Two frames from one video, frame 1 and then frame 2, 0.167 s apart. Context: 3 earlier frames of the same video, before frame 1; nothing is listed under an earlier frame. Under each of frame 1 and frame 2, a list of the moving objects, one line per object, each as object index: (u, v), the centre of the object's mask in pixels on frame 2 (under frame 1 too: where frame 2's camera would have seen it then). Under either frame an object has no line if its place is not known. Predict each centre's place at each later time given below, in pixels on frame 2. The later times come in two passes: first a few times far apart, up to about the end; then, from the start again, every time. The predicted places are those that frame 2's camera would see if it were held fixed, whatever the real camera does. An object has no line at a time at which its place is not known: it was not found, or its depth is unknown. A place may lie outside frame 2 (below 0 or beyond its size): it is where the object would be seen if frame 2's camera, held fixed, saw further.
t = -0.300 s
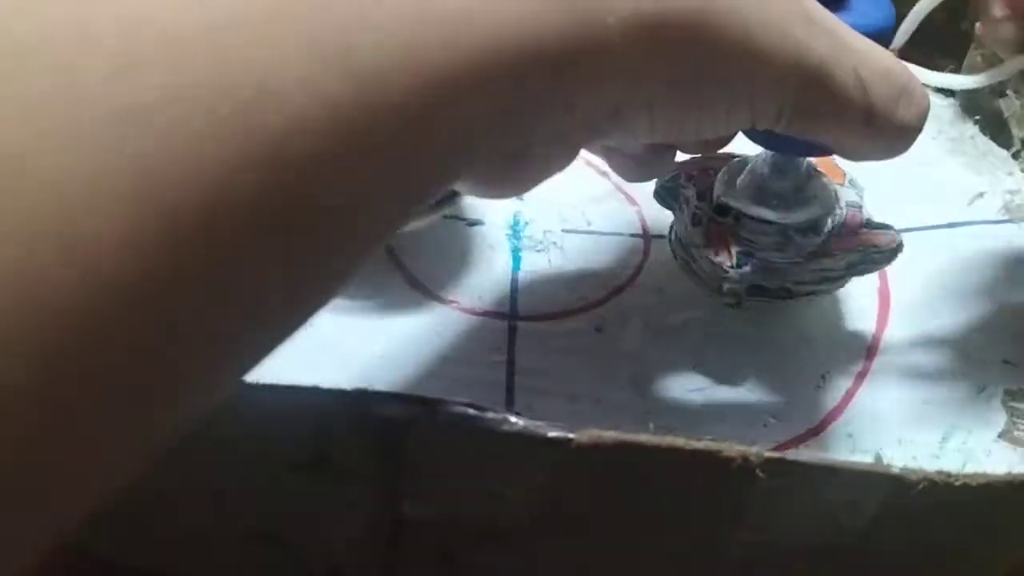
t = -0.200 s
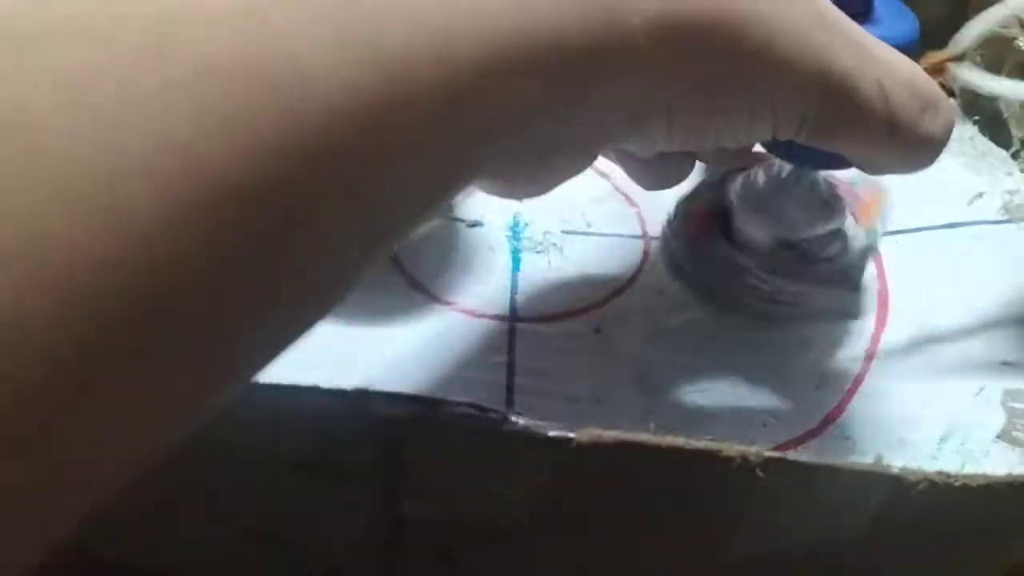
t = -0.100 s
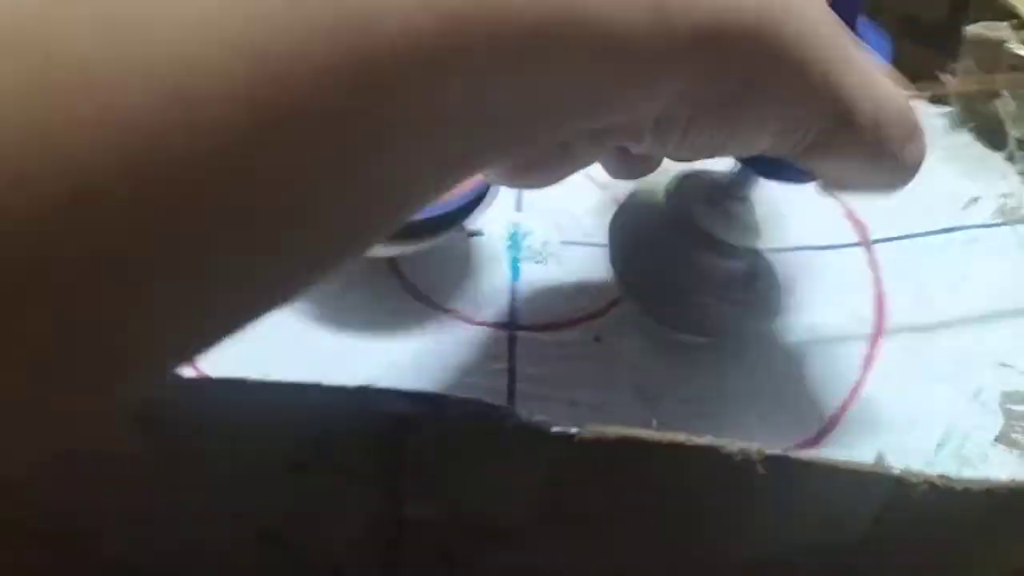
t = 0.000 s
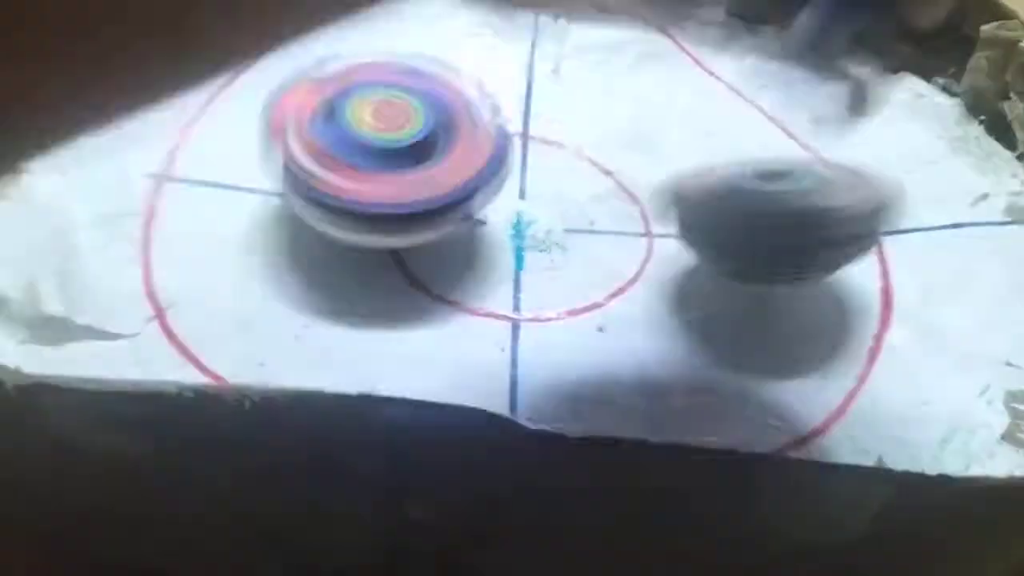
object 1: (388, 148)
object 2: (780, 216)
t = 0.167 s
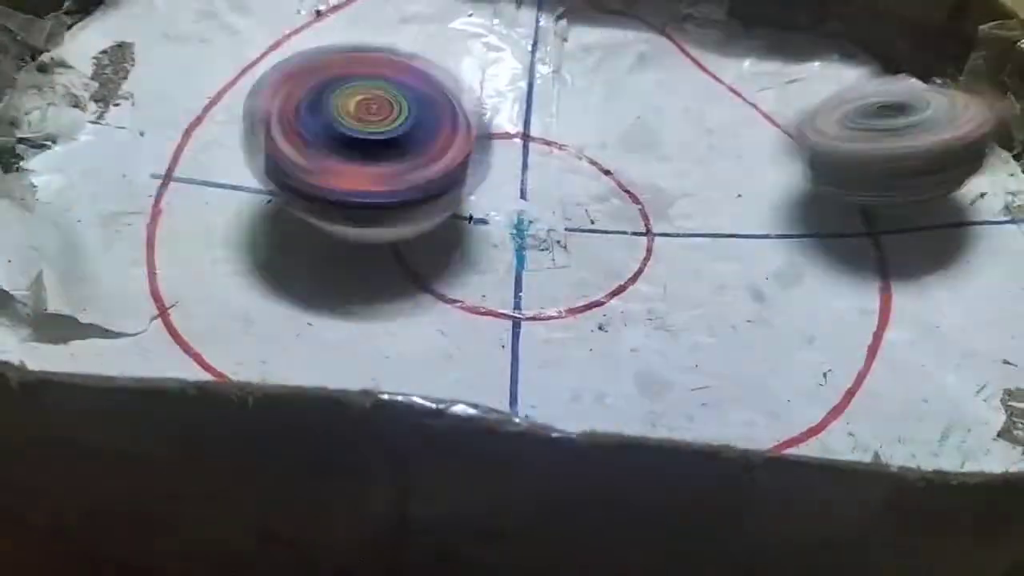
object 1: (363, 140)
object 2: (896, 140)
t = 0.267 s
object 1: (352, 140)
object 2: (952, 107)
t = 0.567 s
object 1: (353, 144)
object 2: (782, 119)
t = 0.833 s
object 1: (355, 146)
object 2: (832, 51)
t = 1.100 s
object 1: (353, 143)
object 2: (792, 80)
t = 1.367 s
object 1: (353, 144)
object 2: (753, 88)
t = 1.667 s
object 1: (354, 143)
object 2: (720, 93)
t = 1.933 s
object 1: (349, 147)
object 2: (615, 119)
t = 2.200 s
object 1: (292, 149)
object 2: (706, 102)
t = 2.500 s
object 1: (262, 143)
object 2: (717, 103)
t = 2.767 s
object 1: (225, 124)
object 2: (748, 91)
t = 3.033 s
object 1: (203, 112)
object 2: (678, 101)
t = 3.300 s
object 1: (210, 122)
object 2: (610, 132)
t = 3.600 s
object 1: (279, 149)
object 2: (636, 121)
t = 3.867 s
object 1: (355, 167)
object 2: (628, 117)
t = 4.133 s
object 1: (378, 155)
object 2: (629, 126)
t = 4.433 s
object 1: (369, 161)
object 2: (629, 116)
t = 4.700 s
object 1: (380, 157)
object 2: (628, 122)
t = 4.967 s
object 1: (379, 151)
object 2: (628, 115)
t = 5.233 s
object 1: (384, 142)
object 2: (632, 121)
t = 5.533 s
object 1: (374, 140)
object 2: (639, 129)
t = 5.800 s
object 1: (381, 140)
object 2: (627, 114)
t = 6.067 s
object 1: (374, 140)
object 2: (635, 126)
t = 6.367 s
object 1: (373, 140)
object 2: (633, 127)
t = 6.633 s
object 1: (366, 138)
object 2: (622, 123)
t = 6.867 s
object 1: (370, 140)
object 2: (611, 122)
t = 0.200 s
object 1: (361, 140)
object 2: (938, 120)
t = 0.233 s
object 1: (357, 139)
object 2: (946, 113)
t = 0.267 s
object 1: (352, 140)
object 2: (952, 107)
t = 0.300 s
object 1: (349, 141)
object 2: (950, 105)
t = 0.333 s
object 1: (349, 144)
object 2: (944, 110)
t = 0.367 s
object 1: (349, 146)
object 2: (933, 115)
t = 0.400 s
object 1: (349, 147)
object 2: (913, 121)
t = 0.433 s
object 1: (345, 148)
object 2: (890, 124)
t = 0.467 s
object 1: (344, 151)
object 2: (860, 130)
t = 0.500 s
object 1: (347, 149)
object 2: (832, 136)
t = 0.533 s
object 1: (351, 147)
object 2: (808, 129)
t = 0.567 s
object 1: (353, 144)
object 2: (782, 119)
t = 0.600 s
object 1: (355, 144)
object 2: (748, 107)
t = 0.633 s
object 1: (355, 145)
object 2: (722, 87)
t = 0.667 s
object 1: (357, 145)
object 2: (708, 59)
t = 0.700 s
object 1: (359, 144)
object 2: (699, 46)
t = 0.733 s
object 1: (355, 143)
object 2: (709, 35)
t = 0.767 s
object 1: (353, 145)
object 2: (745, 37)
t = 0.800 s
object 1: (352, 146)
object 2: (788, 49)
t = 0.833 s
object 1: (355, 146)
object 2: (832, 51)
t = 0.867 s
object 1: (354, 144)
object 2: (857, 59)
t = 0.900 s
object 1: (353, 143)
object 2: (866, 57)
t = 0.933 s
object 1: (352, 145)
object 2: (851, 58)
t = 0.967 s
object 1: (356, 146)
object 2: (830, 59)
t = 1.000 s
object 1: (357, 144)
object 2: (822, 62)
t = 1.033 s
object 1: (353, 143)
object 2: (814, 67)
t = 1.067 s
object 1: (350, 144)
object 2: (805, 73)
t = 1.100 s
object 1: (353, 143)
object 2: (792, 80)
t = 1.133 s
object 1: (355, 142)
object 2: (781, 77)
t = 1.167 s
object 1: (354, 141)
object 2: (772, 75)
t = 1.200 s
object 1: (355, 144)
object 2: (763, 76)
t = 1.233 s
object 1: (356, 144)
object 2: (757, 73)
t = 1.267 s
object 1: (357, 143)
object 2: (754, 79)
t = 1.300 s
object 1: (354, 142)
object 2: (754, 81)
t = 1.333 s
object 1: (351, 143)
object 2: (753, 87)
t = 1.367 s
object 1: (353, 144)
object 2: (753, 88)
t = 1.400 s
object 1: (355, 142)
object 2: (752, 86)
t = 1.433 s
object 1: (353, 142)
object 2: (751, 87)
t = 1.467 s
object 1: (355, 146)
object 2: (750, 84)
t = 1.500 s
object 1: (358, 145)
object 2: (747, 85)
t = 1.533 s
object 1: (357, 143)
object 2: (742, 86)
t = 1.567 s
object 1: (354, 143)
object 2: (739, 86)
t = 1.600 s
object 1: (353, 145)
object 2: (733, 87)
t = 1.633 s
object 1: (356, 144)
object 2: (726, 90)
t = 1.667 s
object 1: (354, 143)
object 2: (720, 93)
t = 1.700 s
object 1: (354, 145)
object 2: (713, 93)
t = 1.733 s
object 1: (357, 145)
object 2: (703, 95)
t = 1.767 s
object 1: (355, 143)
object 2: (690, 100)
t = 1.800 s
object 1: (353, 142)
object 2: (679, 103)
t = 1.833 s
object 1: (352, 145)
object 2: (658, 107)
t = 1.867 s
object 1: (354, 144)
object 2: (639, 115)
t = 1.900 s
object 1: (352, 144)
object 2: (624, 116)
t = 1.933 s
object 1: (349, 147)
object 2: (615, 119)
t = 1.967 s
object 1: (358, 148)
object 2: (611, 123)
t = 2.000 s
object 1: (358, 145)
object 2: (602, 127)
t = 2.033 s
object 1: (359, 145)
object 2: (592, 136)
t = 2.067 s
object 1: (350, 146)
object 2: (610, 131)
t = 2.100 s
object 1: (328, 145)
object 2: (650, 127)
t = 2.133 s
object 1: (311, 146)
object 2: (681, 116)
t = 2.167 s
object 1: (300, 149)
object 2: (696, 109)
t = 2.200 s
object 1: (292, 149)
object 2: (706, 102)
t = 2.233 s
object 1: (283, 150)
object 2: (709, 96)
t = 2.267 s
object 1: (278, 151)
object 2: (707, 92)
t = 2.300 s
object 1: (278, 150)
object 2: (706, 90)
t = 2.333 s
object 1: (270, 148)
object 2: (705, 84)
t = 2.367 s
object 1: (263, 149)
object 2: (700, 91)
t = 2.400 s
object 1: (266, 148)
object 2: (702, 93)
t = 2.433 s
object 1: (260, 144)
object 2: (705, 102)
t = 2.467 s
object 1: (257, 144)
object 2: (707, 108)
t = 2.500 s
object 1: (262, 143)
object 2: (717, 103)
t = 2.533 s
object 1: (260, 137)
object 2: (719, 104)
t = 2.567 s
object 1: (257, 139)
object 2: (725, 98)
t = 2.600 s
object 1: (256, 135)
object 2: (731, 97)
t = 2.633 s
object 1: (247, 131)
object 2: (735, 92)
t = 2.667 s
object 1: (241, 134)
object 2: (741, 92)
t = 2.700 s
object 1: (239, 129)
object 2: (743, 91)
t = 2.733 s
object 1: (229, 125)
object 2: (745, 88)
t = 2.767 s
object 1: (225, 124)
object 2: (748, 91)
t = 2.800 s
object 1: (224, 120)
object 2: (744, 89)
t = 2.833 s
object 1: (218, 115)
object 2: (743, 90)
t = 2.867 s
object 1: (218, 116)
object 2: (738, 91)
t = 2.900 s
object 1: (220, 112)
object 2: (729, 92)
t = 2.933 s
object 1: (215, 109)
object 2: (721, 97)
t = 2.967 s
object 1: (215, 113)
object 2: (707, 101)
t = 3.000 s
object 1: (212, 110)
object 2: (694, 107)
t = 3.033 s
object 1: (203, 112)
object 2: (678, 101)
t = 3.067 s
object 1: (201, 110)
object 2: (660, 109)
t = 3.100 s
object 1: (202, 108)
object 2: (644, 103)
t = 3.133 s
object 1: (200, 111)
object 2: (631, 111)
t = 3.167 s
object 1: (204, 112)
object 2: (624, 109)
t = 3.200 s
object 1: (208, 111)
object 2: (610, 119)
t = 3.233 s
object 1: (207, 119)
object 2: (603, 124)
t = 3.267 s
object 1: (213, 121)
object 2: (605, 126)
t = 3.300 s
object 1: (210, 122)
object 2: (610, 132)
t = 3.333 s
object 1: (215, 126)
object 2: (614, 131)
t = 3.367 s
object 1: (222, 124)
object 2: (620, 136)
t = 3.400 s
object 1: (225, 128)
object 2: (629, 133)
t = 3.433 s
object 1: (232, 133)
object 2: (633, 133)
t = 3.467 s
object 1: (241, 133)
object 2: (638, 132)
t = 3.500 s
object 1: (250, 139)
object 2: (637, 128)
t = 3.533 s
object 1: (262, 144)
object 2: (638, 124)
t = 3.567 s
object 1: (268, 144)
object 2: (635, 119)
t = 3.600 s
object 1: (279, 149)
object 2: (636, 121)
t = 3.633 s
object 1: (289, 150)
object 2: (633, 121)
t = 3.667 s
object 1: (300, 154)
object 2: (631, 115)
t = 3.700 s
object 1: (312, 158)
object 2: (631, 123)
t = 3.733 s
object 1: (321, 158)
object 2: (633, 121)
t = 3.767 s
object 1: (325, 163)
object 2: (634, 119)
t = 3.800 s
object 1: (340, 163)
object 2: (626, 119)
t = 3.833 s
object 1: (346, 166)
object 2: (629, 113)
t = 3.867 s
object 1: (355, 167)
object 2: (628, 117)
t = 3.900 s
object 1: (364, 166)
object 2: (627, 115)
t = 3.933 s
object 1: (366, 170)
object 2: (628, 115)
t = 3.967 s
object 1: (382, 168)
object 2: (625, 119)
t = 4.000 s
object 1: (386, 169)
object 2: (624, 113)
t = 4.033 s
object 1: (388, 169)
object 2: (627, 117)
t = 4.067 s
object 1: (386, 164)
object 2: (623, 118)
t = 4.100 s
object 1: (377, 163)
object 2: (627, 125)
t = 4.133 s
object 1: (378, 155)
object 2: (629, 126)
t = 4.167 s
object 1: (370, 150)
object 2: (627, 123)
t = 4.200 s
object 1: (371, 150)
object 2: (629, 126)
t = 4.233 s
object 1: (369, 149)
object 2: (626, 124)
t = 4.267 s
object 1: (362, 155)
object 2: (629, 124)
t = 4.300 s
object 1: (366, 155)
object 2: (628, 122)
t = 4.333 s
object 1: (365, 158)
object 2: (627, 116)
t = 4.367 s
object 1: (369, 160)
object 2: (630, 121)
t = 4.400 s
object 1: (368, 157)
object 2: (627, 118)
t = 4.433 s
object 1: (369, 161)
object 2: (629, 116)
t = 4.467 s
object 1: (370, 159)
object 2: (627, 121)
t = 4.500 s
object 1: (369, 160)
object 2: (632, 116)
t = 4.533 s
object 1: (377, 158)
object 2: (633, 121)
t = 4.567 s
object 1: (379, 158)
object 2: (630, 121)
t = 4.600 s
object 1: (383, 159)
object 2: (628, 118)
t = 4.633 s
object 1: (382, 157)
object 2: (631, 117)
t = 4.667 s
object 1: (383, 159)
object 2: (630, 118)
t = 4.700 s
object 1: (380, 157)
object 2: (628, 122)
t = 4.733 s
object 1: (376, 157)
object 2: (629, 120)
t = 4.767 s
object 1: (377, 154)
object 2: (621, 119)
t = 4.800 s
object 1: (380, 155)
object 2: (628, 126)
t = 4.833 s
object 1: (382, 154)
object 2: (627, 119)
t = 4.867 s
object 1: (377, 152)
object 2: (625, 118)
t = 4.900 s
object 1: (379, 151)
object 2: (630, 127)
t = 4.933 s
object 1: (378, 147)
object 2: (627, 123)
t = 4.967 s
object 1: (379, 151)
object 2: (628, 115)
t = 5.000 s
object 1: (381, 149)
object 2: (627, 114)
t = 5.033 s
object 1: (381, 148)
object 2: (626, 119)
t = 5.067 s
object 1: (382, 145)
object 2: (625, 113)
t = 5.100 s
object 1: (382, 146)
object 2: (628, 118)
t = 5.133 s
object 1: (386, 144)
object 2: (629, 117)
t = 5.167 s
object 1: (383, 144)
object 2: (627, 113)
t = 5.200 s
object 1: (386, 144)
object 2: (629, 114)
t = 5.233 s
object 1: (384, 142)
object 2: (632, 121)
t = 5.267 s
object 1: (384, 142)
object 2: (632, 117)
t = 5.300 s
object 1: (381, 139)
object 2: (634, 118)
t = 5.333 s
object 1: (381, 140)
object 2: (634, 121)
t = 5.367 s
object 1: (379, 137)
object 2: (630, 117)
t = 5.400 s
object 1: (378, 141)
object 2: (631, 119)
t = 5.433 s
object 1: (378, 137)
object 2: (636, 122)
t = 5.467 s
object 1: (378, 139)
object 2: (634, 122)
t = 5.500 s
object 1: (378, 138)
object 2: (640, 129)
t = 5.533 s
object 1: (374, 140)
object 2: (639, 129)
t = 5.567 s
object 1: (377, 138)
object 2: (635, 120)
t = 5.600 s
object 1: (375, 140)
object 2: (629, 124)
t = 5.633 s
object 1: (380, 138)
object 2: (621, 125)
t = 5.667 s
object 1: (379, 139)
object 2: (619, 119)
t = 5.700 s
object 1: (383, 139)
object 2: (621, 123)
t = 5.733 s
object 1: (380, 139)
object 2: (625, 122)
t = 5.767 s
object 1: (383, 140)
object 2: (625, 118)
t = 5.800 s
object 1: (381, 140)
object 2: (627, 114)
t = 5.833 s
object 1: (383, 140)
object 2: (625, 114)
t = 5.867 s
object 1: (380, 140)
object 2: (617, 113)
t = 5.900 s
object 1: (382, 140)
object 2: (612, 115)
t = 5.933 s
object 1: (378, 140)
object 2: (622, 118)
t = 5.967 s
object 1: (381, 140)
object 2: (626, 123)
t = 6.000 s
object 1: (377, 139)
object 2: (628, 126)
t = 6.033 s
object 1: (378, 140)
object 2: (634, 125)
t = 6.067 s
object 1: (374, 140)
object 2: (635, 126)
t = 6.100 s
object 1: (375, 141)
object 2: (633, 121)
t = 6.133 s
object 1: (370, 140)
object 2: (630, 120)
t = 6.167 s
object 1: (371, 141)
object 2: (626, 119)
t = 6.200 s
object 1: (369, 140)
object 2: (621, 116)
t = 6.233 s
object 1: (371, 141)
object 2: (620, 117)
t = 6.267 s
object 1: (369, 140)
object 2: (626, 116)
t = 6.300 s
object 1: (372, 141)
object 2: (627, 118)
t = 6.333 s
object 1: (370, 140)
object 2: (626, 122)
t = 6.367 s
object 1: (373, 140)
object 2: (633, 127)
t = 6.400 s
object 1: (371, 141)
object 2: (635, 128)
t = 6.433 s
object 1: (373, 140)
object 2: (638, 125)
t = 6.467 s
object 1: (371, 140)
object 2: (644, 130)
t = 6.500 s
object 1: (372, 140)
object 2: (645, 130)
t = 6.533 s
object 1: (370, 140)
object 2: (640, 128)
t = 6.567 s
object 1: (369, 139)
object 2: (636, 124)
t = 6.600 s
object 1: (367, 140)
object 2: (630, 122)
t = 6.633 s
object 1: (366, 138)
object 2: (622, 123)
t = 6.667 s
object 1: (364, 140)
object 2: (609, 120)
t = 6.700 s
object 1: (366, 138)
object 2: (605, 123)
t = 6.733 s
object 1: (366, 141)
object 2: (601, 129)
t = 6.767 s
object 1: (366, 140)
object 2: (602, 131)
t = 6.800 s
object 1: (368, 141)
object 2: (606, 132)
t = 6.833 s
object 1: (369, 139)
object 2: (610, 125)
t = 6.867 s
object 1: (370, 140)
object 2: (611, 122)
